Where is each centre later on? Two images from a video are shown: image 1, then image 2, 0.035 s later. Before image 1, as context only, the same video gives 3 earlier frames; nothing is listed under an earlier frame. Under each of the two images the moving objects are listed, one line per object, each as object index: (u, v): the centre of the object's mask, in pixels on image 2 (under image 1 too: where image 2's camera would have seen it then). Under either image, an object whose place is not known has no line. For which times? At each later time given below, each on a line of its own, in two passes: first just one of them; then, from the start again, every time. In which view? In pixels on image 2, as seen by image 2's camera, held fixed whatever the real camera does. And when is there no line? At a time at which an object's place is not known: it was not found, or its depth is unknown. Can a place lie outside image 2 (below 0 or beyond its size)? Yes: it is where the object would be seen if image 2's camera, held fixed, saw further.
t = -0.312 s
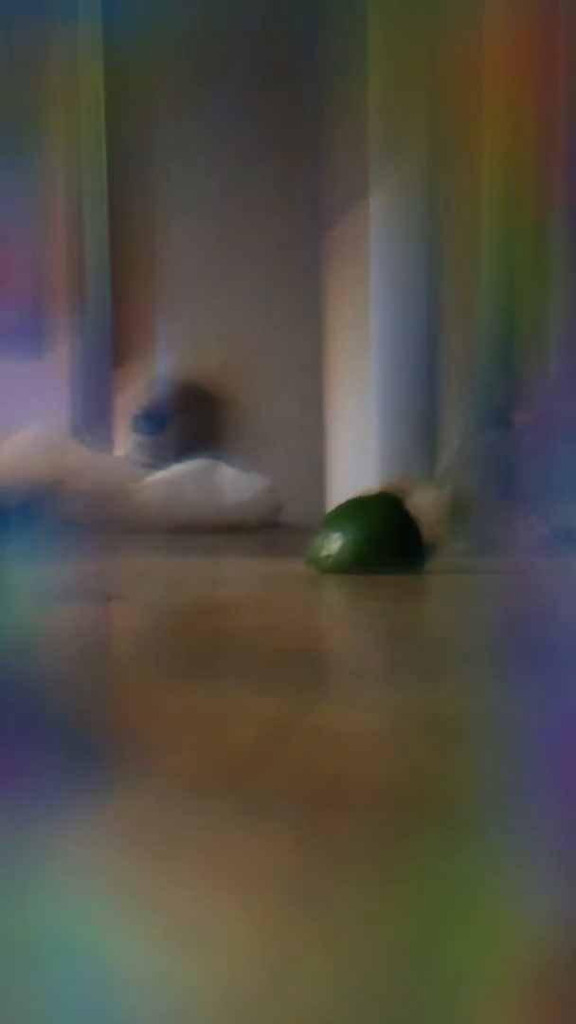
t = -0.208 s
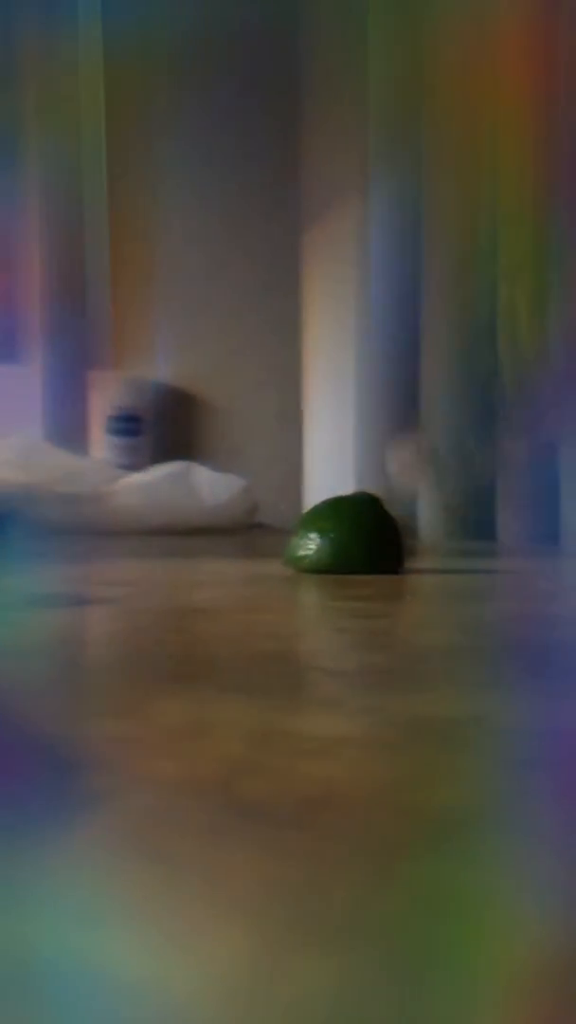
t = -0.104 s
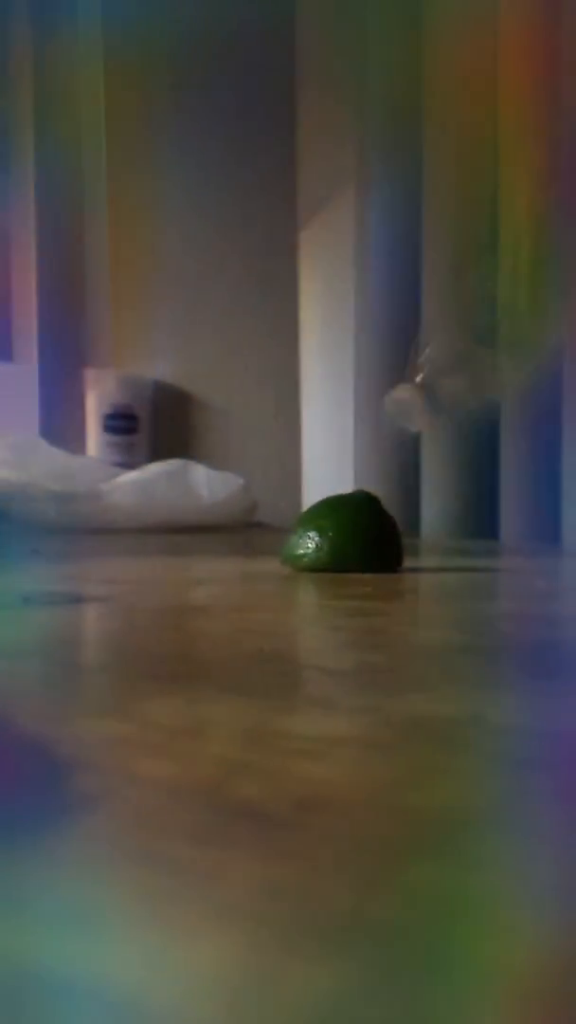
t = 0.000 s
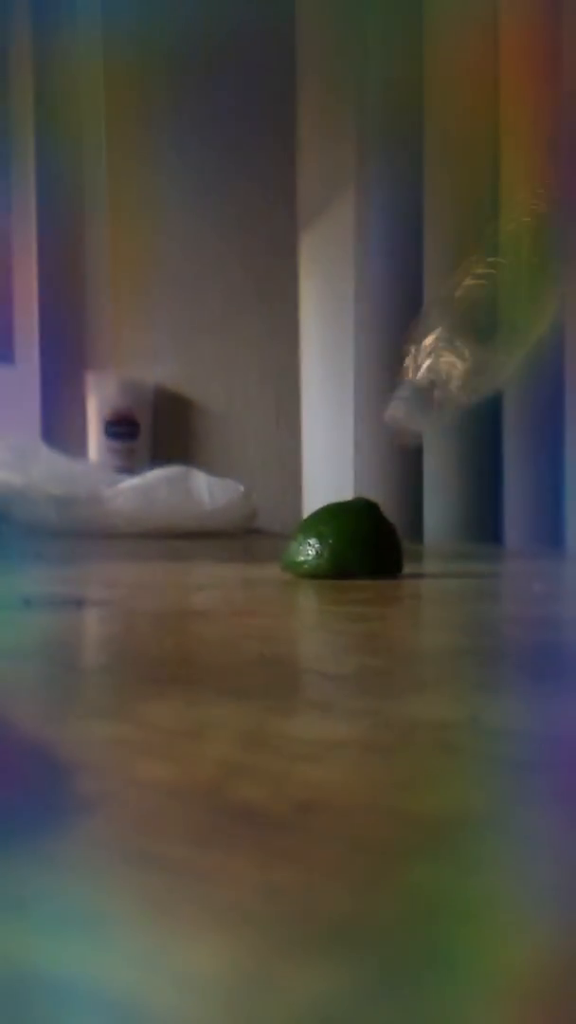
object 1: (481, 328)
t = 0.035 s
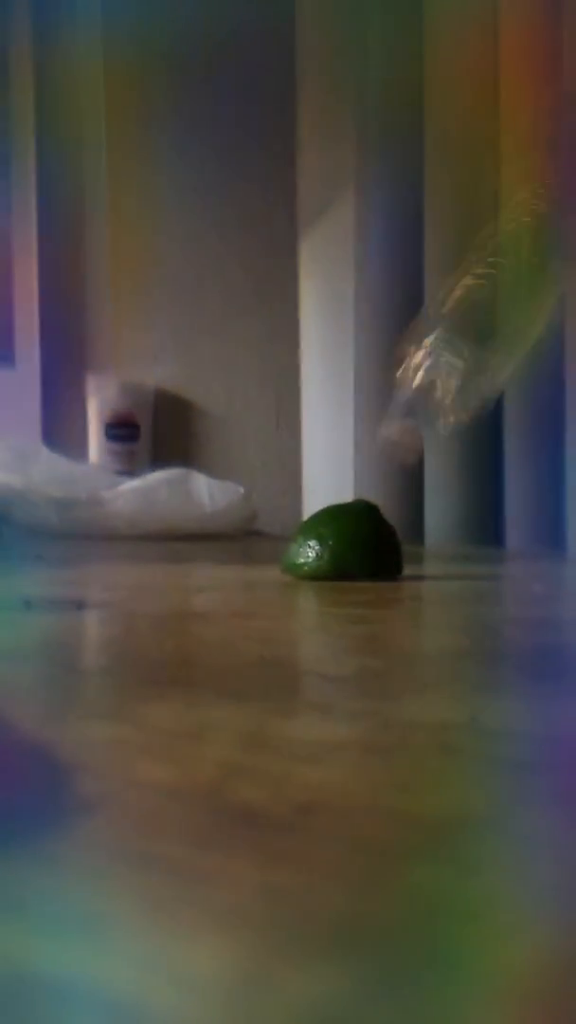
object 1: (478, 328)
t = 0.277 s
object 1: (223, 492)
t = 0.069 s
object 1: (471, 333)
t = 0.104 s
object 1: (464, 344)
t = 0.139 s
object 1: (458, 359)
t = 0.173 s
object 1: (446, 367)
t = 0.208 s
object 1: (404, 389)
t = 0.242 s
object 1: (356, 440)
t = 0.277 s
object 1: (223, 492)
